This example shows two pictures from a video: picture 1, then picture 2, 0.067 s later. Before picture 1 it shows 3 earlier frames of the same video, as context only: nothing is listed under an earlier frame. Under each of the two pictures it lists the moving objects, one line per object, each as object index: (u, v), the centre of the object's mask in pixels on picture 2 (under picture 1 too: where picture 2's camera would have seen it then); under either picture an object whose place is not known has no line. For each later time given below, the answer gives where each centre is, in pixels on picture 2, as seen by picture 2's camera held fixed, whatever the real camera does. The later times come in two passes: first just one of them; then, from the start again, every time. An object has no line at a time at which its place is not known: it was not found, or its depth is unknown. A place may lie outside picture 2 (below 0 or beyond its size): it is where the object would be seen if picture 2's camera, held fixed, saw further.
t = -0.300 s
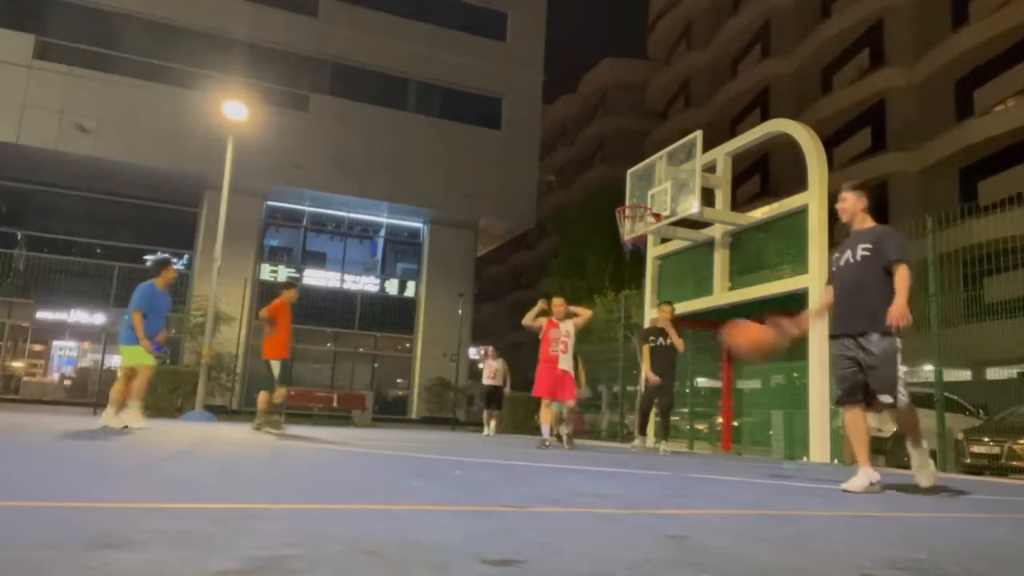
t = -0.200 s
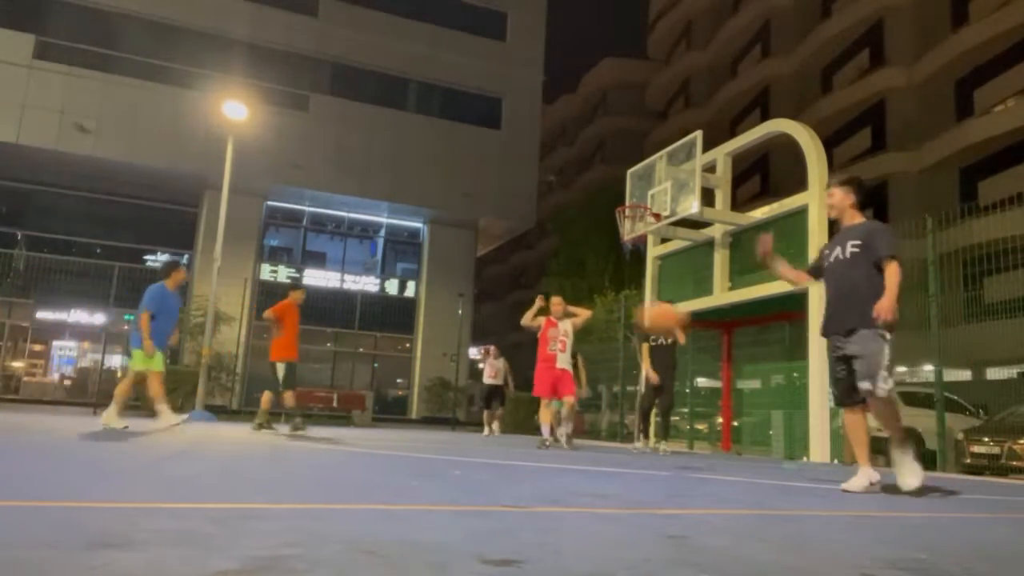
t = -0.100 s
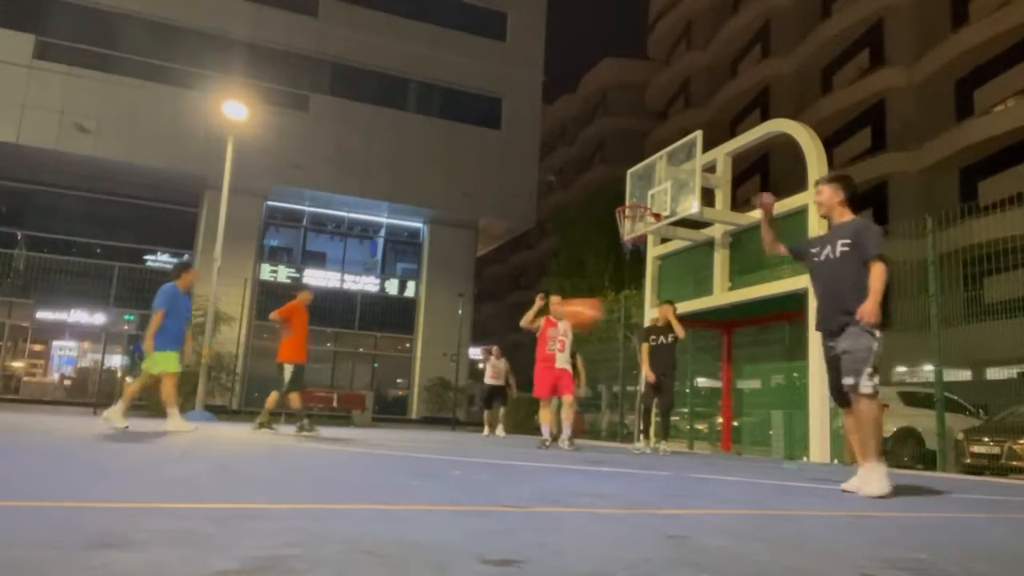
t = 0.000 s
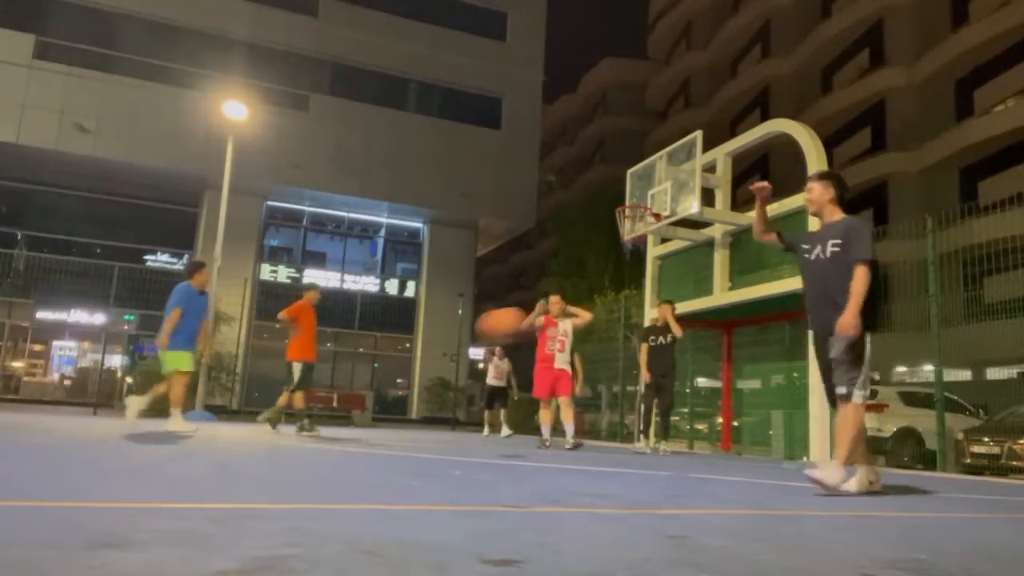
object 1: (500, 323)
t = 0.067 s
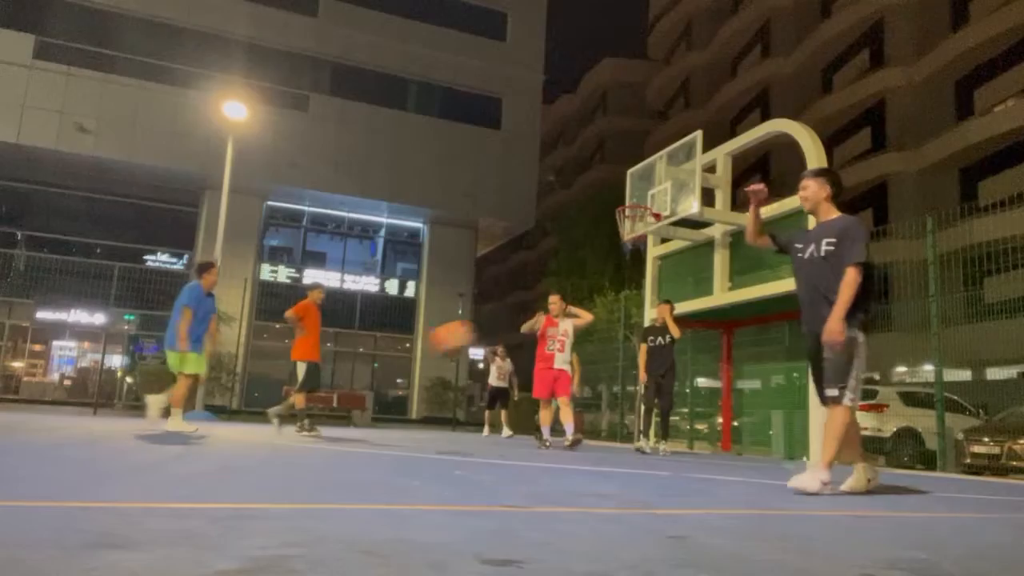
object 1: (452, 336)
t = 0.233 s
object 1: (327, 402)
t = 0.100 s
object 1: (424, 347)
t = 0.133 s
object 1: (399, 357)
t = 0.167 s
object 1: (376, 371)
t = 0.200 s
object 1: (355, 383)
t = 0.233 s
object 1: (327, 402)
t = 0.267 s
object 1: (303, 416)
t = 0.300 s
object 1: (282, 422)
